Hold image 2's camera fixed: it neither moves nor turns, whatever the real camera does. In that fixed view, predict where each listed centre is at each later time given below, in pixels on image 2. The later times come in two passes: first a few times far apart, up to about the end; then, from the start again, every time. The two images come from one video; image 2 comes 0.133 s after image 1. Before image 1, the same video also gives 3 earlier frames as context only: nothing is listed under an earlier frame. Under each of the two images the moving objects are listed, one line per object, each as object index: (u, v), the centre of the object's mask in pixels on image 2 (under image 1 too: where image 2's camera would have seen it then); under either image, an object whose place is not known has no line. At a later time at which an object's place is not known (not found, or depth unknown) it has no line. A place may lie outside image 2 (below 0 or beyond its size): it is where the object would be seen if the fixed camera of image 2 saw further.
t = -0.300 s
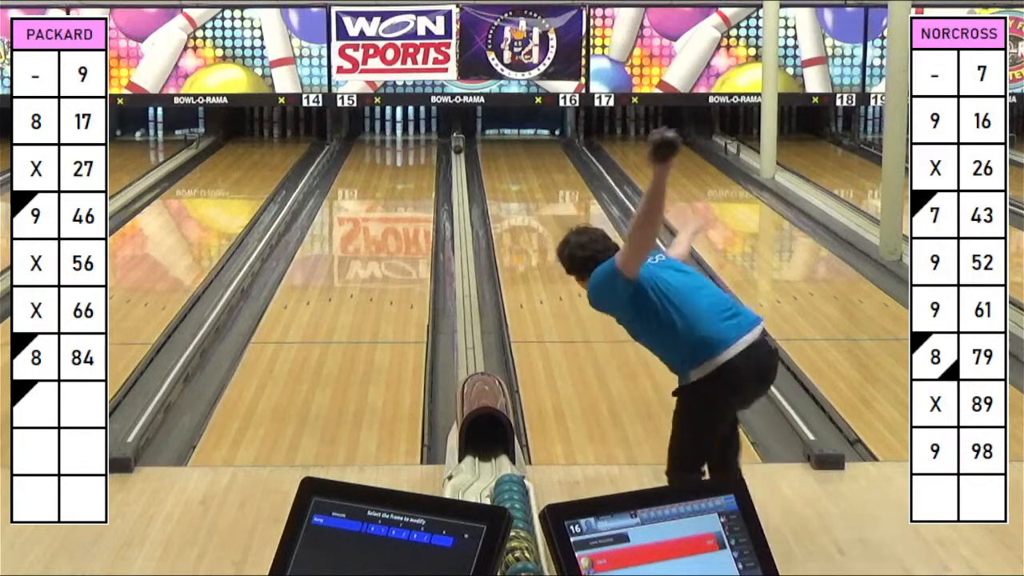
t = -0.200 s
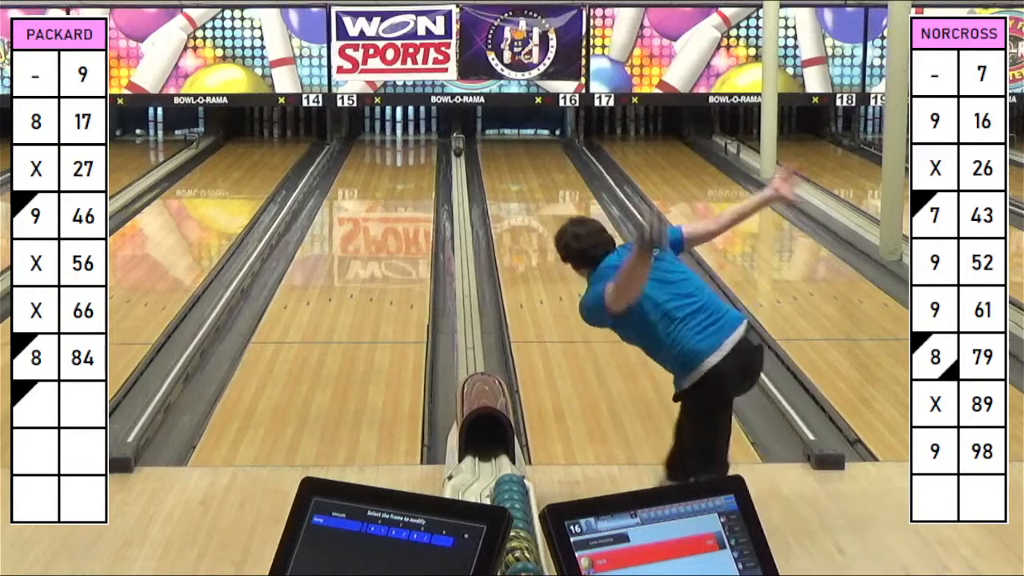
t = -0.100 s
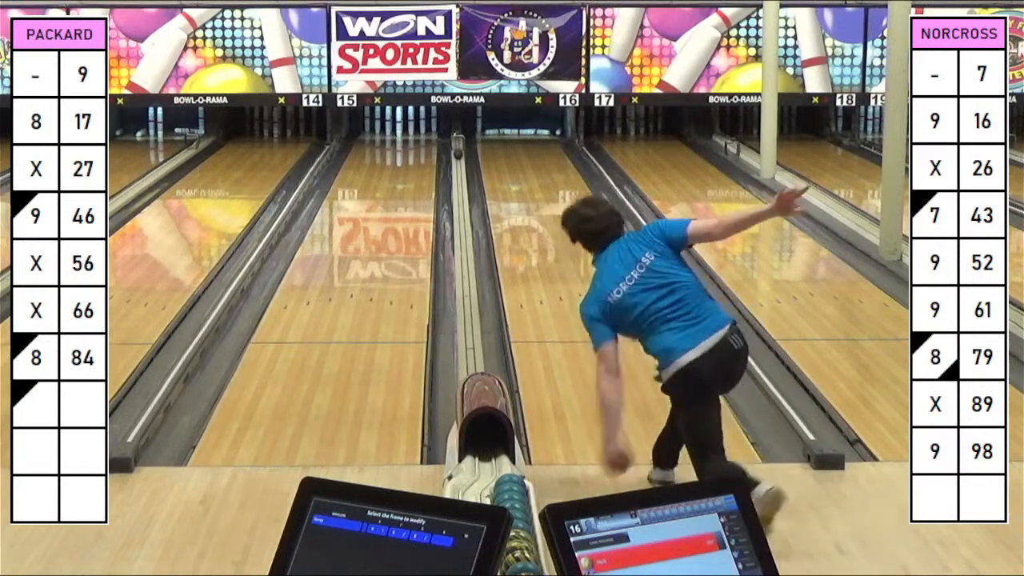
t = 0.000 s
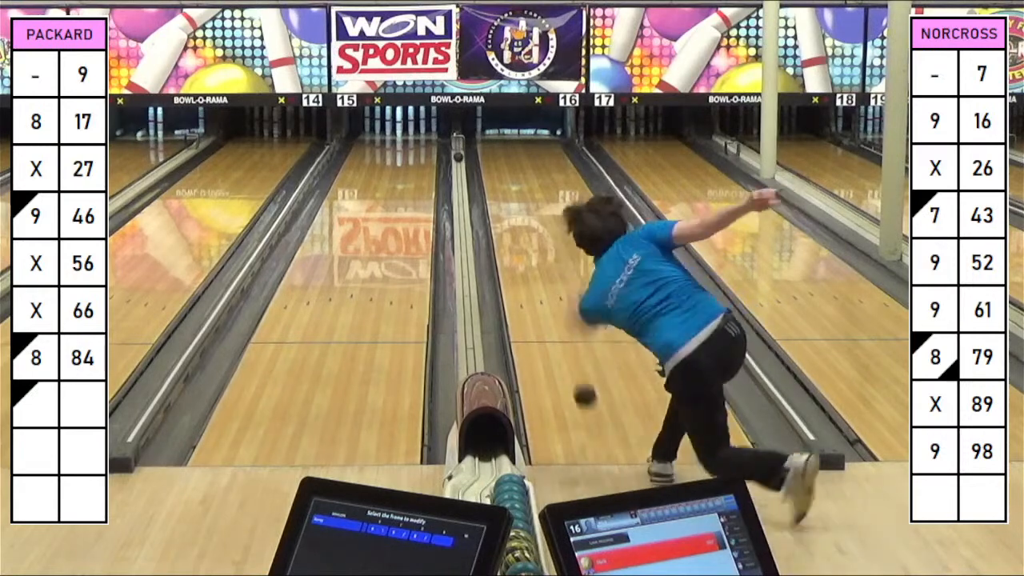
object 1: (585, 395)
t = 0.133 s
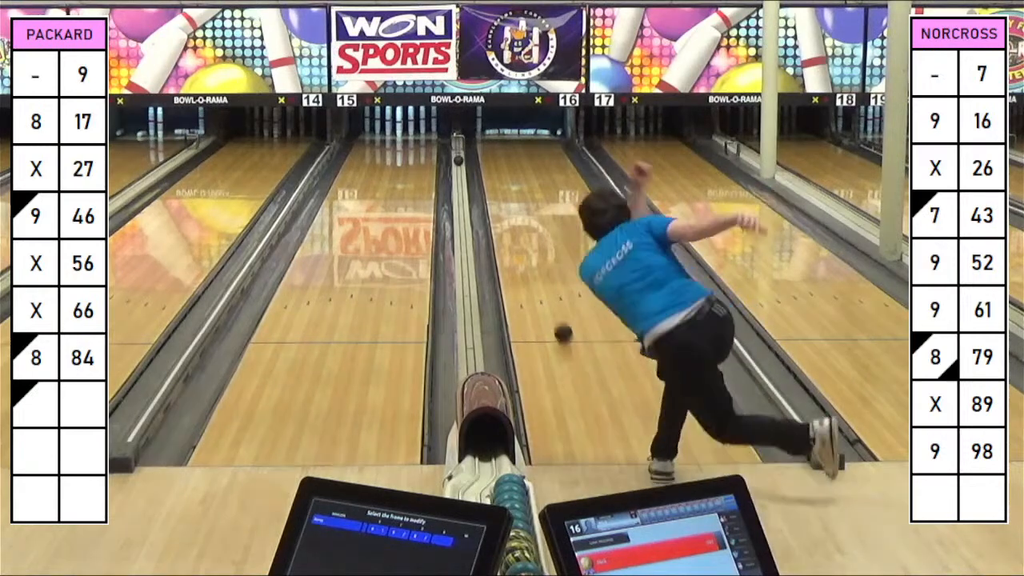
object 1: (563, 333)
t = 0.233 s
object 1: (552, 289)
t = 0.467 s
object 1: (534, 219)
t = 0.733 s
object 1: (523, 171)
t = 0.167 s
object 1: (559, 316)
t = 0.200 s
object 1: (555, 302)
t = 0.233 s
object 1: (552, 289)
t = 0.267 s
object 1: (548, 276)
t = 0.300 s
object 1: (545, 265)
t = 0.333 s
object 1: (543, 254)
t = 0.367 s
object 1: (540, 245)
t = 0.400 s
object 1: (538, 236)
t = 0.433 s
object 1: (536, 227)
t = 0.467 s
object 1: (534, 219)
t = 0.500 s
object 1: (532, 212)
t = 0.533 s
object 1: (531, 205)
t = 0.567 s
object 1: (529, 198)
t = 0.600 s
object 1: (528, 192)
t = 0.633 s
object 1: (527, 186)
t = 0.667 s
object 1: (525, 181)
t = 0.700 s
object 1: (524, 176)
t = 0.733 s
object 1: (523, 171)
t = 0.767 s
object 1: (522, 166)
